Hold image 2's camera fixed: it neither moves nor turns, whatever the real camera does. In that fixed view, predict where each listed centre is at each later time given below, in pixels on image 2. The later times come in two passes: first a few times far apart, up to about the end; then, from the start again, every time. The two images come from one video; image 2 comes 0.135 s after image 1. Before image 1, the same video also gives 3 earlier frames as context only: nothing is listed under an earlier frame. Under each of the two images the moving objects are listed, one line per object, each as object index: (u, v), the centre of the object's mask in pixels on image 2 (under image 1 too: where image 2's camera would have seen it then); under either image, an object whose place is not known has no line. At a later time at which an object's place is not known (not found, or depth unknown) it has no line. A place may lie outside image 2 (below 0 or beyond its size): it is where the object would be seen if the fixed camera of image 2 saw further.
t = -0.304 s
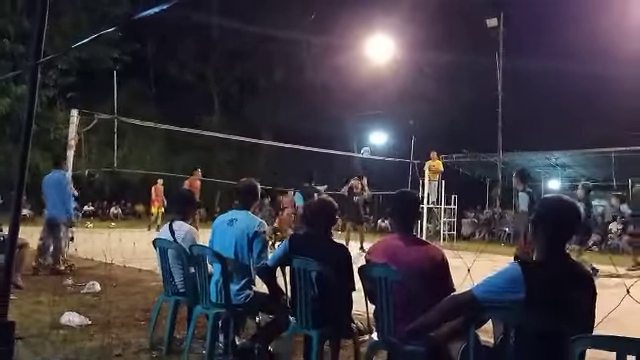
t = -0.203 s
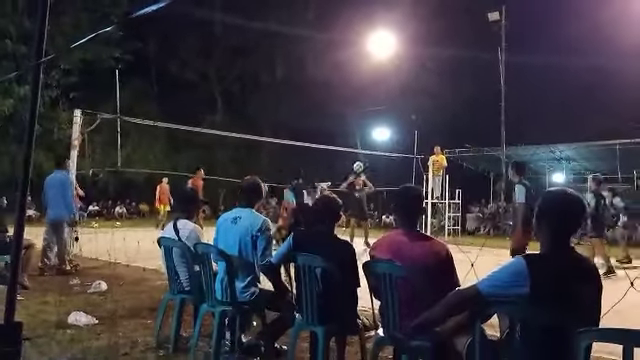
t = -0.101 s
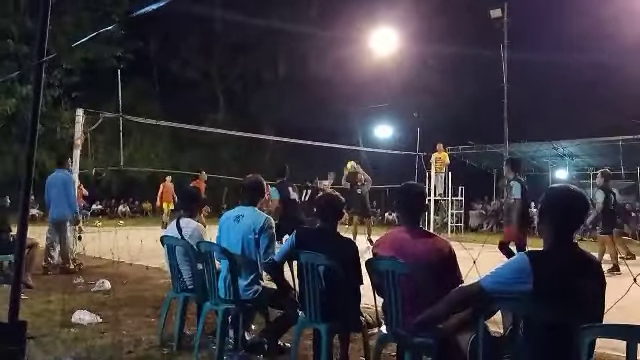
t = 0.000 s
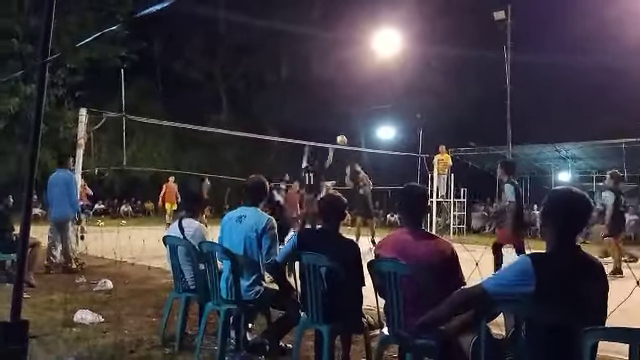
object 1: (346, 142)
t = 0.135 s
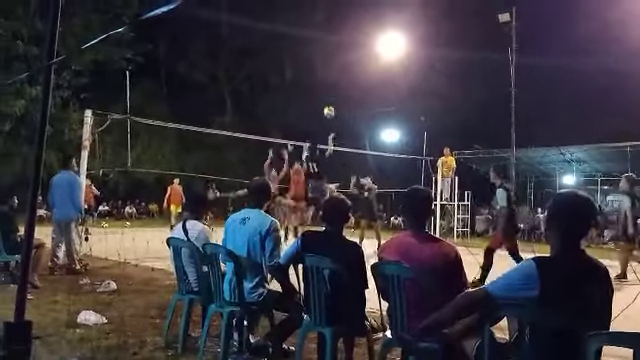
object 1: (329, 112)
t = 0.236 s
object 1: (316, 93)
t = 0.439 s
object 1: (288, 69)
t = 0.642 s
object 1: (258, 65)
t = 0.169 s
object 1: (324, 105)
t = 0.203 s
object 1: (320, 99)
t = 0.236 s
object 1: (316, 93)
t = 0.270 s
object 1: (311, 88)
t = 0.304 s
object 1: (307, 83)
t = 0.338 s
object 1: (302, 79)
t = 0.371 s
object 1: (298, 75)
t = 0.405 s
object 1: (293, 72)
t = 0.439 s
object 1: (288, 69)
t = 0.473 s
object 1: (284, 66)
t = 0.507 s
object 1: (278, 65)
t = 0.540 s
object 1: (273, 64)
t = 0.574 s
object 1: (269, 63)
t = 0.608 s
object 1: (263, 64)
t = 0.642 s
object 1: (258, 65)
